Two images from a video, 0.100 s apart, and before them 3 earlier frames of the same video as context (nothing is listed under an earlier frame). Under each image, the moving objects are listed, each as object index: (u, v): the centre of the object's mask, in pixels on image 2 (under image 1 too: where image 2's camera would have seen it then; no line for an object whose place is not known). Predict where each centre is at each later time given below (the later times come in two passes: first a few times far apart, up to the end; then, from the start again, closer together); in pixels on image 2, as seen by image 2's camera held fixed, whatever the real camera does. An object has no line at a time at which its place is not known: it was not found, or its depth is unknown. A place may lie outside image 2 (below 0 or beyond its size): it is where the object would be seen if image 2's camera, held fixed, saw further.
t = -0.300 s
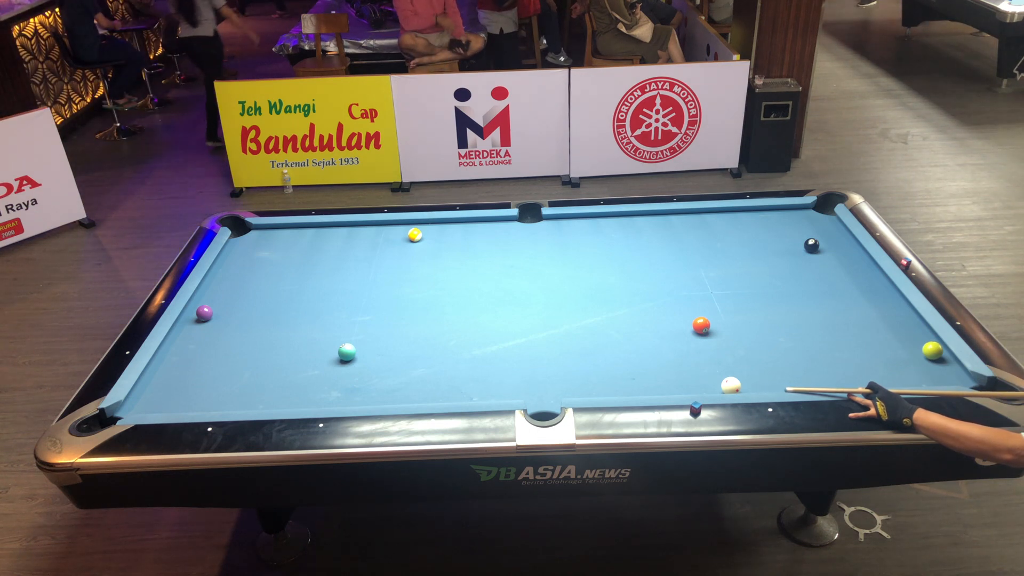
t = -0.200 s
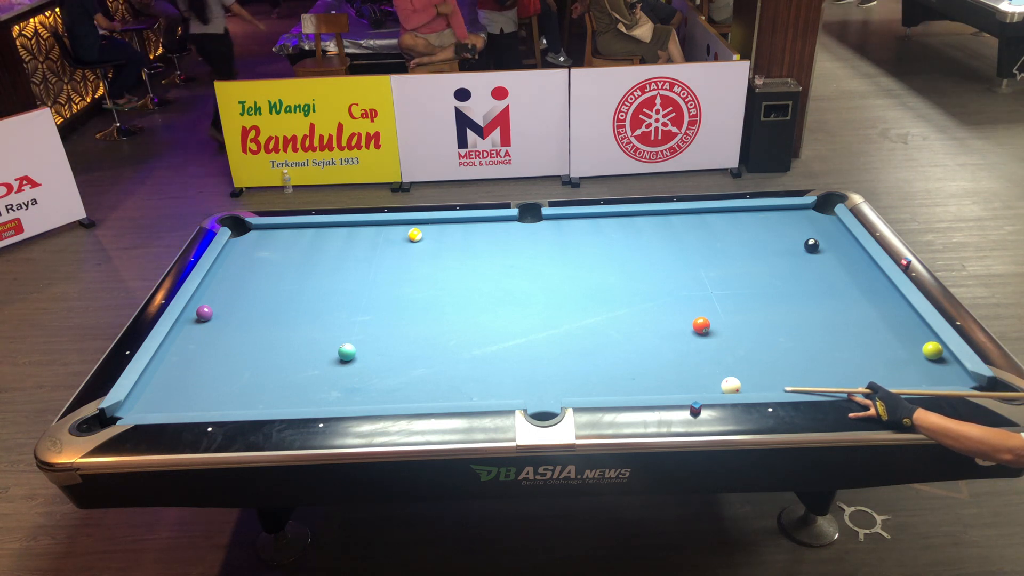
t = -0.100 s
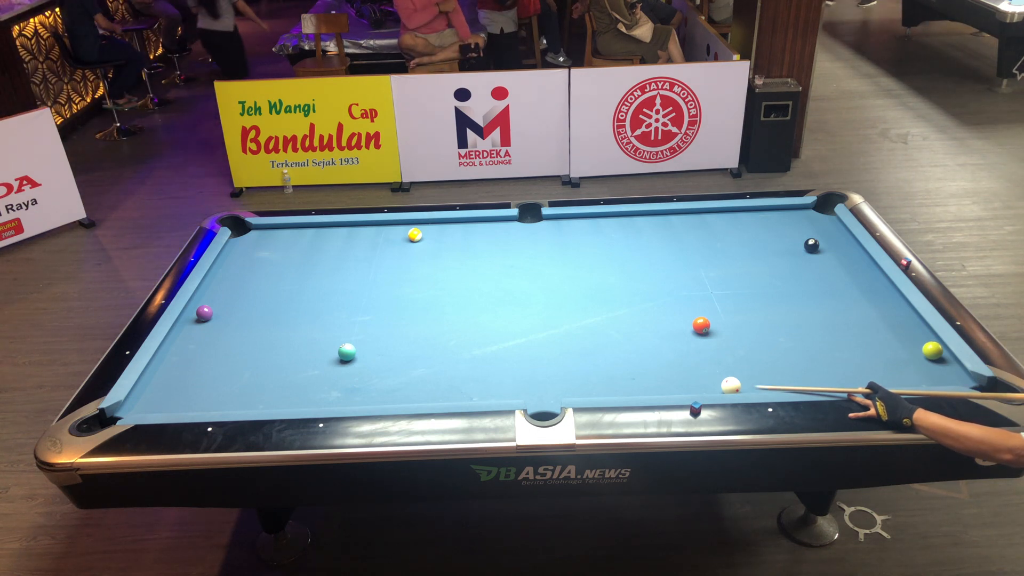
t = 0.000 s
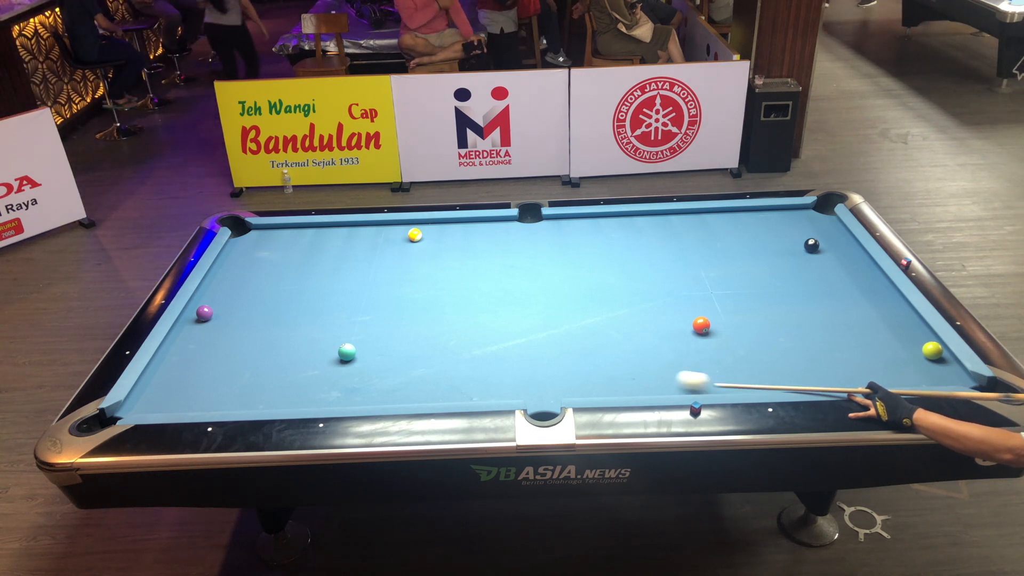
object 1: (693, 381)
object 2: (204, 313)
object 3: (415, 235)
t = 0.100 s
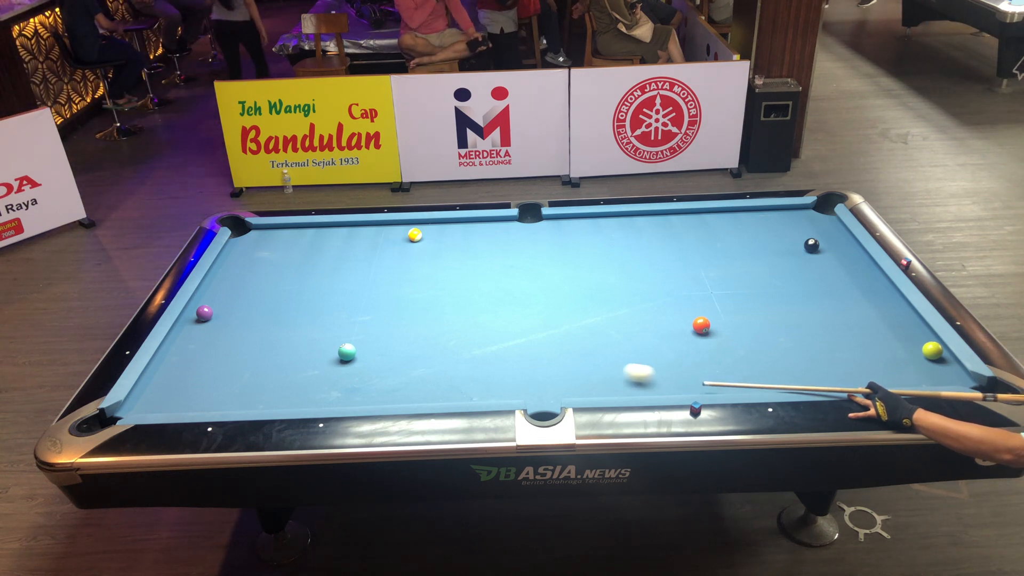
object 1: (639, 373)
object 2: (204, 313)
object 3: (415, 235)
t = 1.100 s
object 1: (230, 321)
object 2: (204, 313)
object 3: (415, 235)
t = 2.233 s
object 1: (239, 357)
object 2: (305, 269)
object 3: (415, 235)
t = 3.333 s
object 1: (301, 388)
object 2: (387, 242)
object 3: (415, 235)
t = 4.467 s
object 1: (342, 399)
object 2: (405, 233)
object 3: (437, 230)
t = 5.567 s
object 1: (349, 397)
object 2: (405, 233)
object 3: (442, 229)
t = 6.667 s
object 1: (349, 397)
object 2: (405, 233)
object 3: (442, 229)
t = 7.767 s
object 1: (349, 397)
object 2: (405, 233)
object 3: (442, 229)
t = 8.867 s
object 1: (349, 397)
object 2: (405, 233)
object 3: (442, 229)
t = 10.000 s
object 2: (405, 233)
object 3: (442, 229)
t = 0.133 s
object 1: (622, 371)
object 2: (204, 313)
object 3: (415, 235)
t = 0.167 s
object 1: (606, 368)
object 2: (204, 313)
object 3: (415, 235)
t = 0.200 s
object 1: (590, 366)
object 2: (204, 313)
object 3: (415, 235)
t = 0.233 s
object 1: (575, 365)
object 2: (204, 313)
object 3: (415, 235)
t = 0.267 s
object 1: (560, 363)
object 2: (204, 313)
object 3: (415, 235)
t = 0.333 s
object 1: (531, 358)
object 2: (204, 313)
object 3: (415, 235)
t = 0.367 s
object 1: (516, 356)
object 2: (204, 313)
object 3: (415, 235)
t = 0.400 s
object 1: (502, 355)
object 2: (204, 313)
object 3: (415, 235)
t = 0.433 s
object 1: (487, 353)
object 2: (204, 313)
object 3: (415, 235)
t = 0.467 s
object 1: (473, 351)
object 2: (204, 313)
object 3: (415, 235)
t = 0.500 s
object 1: (459, 350)
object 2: (204, 313)
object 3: (415, 235)
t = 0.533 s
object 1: (445, 347)
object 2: (204, 313)
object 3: (415, 235)
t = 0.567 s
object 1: (432, 346)
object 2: (204, 313)
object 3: (415, 235)
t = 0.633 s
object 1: (405, 343)
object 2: (204, 313)
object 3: (415, 235)
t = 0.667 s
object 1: (391, 341)
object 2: (204, 313)
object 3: (415, 235)
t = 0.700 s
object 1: (378, 340)
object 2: (204, 313)
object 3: (415, 235)
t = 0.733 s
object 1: (365, 337)
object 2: (204, 313)
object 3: (415, 235)
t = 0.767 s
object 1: (353, 336)
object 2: (204, 313)
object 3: (415, 235)
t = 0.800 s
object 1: (340, 335)
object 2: (204, 313)
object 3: (415, 235)
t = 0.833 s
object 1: (327, 333)
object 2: (204, 313)
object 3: (415, 235)
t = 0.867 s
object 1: (314, 332)
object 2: (204, 313)
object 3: (415, 235)
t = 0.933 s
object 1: (290, 329)
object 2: (204, 313)
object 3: (415, 235)
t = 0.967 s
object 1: (277, 327)
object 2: (204, 313)
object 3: (415, 235)
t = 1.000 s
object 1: (265, 326)
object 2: (204, 313)
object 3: (415, 235)
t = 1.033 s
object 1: (253, 324)
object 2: (204, 313)
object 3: (415, 235)
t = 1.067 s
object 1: (242, 322)
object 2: (204, 313)
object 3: (415, 235)
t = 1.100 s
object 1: (230, 321)
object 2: (204, 313)
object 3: (415, 235)
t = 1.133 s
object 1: (219, 319)
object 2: (203, 313)
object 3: (415, 235)
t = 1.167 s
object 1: (210, 320)
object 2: (201, 310)
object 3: (415, 235)
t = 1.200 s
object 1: (205, 322)
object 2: (196, 307)
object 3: (415, 235)
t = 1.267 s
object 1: (193, 325)
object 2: (200, 304)
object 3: (415, 235)
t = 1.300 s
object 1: (188, 327)
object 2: (204, 302)
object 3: (415, 235)
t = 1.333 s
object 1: (181, 328)
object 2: (209, 301)
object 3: (415, 235)
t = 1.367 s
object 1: (180, 329)
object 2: (213, 300)
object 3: (415, 235)
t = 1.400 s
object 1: (183, 330)
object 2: (217, 298)
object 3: (415, 235)
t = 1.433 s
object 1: (185, 332)
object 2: (221, 297)
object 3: (415, 235)
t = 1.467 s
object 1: (188, 333)
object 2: (225, 296)
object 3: (415, 235)
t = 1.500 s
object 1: (190, 334)
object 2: (229, 295)
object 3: (415, 235)
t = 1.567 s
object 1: (194, 336)
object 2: (236, 292)
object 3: (415, 235)
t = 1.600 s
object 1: (197, 337)
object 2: (240, 291)
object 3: (415, 235)
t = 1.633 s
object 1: (199, 338)
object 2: (244, 289)
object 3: (415, 235)
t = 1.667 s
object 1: (201, 339)
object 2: (248, 288)
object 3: (415, 235)
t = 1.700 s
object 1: (204, 340)
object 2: (251, 287)
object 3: (415, 235)
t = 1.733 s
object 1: (206, 342)
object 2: (255, 286)
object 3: (415, 235)
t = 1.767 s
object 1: (208, 343)
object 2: (259, 285)
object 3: (415, 235)
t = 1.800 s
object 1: (210, 344)
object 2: (262, 283)
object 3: (415, 235)
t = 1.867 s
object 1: (215, 346)
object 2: (269, 281)
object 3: (415, 235)
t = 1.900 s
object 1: (217, 347)
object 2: (273, 280)
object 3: (415, 235)
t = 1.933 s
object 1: (219, 348)
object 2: (276, 279)
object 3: (415, 235)
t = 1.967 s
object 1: (222, 349)
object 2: (279, 278)
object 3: (415, 235)
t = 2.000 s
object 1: (224, 350)
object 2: (283, 277)
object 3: (415, 235)
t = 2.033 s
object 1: (226, 351)
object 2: (286, 276)
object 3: (415, 235)
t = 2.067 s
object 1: (228, 352)
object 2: (289, 275)
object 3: (415, 235)
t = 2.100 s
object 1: (231, 353)
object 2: (293, 274)
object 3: (415, 235)
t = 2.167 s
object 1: (235, 355)
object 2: (299, 272)
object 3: (415, 235)
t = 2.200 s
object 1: (237, 356)
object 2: (302, 271)
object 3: (415, 235)
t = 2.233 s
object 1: (239, 357)
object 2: (305, 269)
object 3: (415, 235)
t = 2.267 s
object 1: (241, 358)
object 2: (308, 268)
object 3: (415, 235)
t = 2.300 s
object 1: (243, 359)
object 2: (311, 268)
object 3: (415, 235)
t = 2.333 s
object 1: (245, 360)
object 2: (314, 267)
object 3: (415, 235)
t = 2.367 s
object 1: (247, 361)
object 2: (317, 266)
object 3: (415, 235)
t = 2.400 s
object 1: (249, 362)
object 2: (320, 265)
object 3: (415, 235)
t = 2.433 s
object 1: (252, 363)
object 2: (323, 264)
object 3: (415, 235)
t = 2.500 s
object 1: (255, 365)
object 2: (328, 262)
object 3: (415, 235)
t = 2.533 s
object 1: (257, 366)
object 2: (331, 261)
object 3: (415, 235)
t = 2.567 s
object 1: (259, 367)
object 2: (334, 260)
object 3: (415, 235)
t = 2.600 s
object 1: (262, 368)
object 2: (336, 259)
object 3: (415, 235)
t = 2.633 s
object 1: (264, 369)
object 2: (339, 258)
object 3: (415, 235)
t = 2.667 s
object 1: (266, 370)
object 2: (342, 258)
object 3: (415, 235)
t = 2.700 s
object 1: (267, 371)
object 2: (344, 257)
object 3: (415, 235)
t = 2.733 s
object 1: (270, 372)
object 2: (347, 256)
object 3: (415, 235)
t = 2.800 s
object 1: (273, 374)
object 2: (352, 254)
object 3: (415, 235)
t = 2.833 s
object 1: (275, 375)
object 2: (354, 253)
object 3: (415, 235)
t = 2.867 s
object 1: (277, 376)
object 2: (356, 253)
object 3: (415, 235)
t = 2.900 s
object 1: (279, 377)
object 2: (359, 252)
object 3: (415, 235)
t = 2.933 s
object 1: (281, 378)
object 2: (361, 251)
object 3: (415, 235)
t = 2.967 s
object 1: (283, 379)
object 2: (364, 250)
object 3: (415, 235)
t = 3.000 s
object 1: (284, 380)
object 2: (366, 249)
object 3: (415, 235)
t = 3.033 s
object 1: (286, 381)
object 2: (368, 249)
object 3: (415, 235)
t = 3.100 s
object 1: (290, 382)
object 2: (373, 247)
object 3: (415, 235)
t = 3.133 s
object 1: (291, 383)
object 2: (375, 247)
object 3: (415, 235)
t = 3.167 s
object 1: (293, 384)
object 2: (377, 246)
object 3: (415, 235)
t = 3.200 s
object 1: (295, 385)
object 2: (379, 245)
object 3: (415, 235)
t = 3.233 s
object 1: (296, 386)
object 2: (381, 244)
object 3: (415, 235)
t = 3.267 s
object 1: (298, 387)
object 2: (383, 244)
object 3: (415, 235)
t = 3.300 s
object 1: (300, 388)
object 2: (385, 243)
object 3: (415, 235)
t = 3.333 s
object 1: (301, 388)
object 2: (387, 242)
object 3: (415, 235)
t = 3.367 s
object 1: (303, 389)
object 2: (389, 242)
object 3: (415, 235)
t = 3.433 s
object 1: (306, 391)
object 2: (393, 240)
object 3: (415, 235)
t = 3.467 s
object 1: (308, 392)
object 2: (394, 240)
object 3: (415, 235)
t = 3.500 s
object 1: (309, 392)
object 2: (396, 239)
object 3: (415, 235)
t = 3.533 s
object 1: (311, 393)
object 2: (398, 239)
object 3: (415, 235)
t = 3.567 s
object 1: (312, 394)
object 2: (400, 238)
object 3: (415, 235)
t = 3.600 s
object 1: (314, 395)
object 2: (401, 237)
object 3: (415, 235)
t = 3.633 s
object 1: (315, 395)
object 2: (401, 237)
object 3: (416, 234)
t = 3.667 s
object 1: (317, 396)
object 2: (402, 237)
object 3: (418, 234)
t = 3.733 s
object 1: (320, 397)
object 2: (402, 236)
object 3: (420, 234)
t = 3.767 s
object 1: (321, 398)
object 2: (402, 236)
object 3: (421, 233)
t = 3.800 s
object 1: (322, 398)
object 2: (403, 236)
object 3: (422, 233)
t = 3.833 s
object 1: (323, 399)
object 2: (403, 236)
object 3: (423, 233)
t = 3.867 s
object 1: (325, 399)
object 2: (403, 235)
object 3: (424, 233)
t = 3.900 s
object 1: (326, 399)
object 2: (403, 235)
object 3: (425, 233)
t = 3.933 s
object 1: (327, 400)
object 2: (404, 235)
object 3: (426, 233)
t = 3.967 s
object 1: (328, 400)
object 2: (404, 235)
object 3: (427, 232)
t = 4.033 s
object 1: (331, 401)
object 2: (404, 235)
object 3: (428, 232)
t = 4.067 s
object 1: (332, 401)
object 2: (404, 234)
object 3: (429, 232)
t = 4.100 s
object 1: (333, 402)
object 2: (404, 234)
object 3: (430, 232)
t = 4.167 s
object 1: (335, 401)
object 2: (405, 234)
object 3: (431, 231)
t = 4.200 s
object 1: (336, 401)
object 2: (405, 234)
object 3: (432, 231)
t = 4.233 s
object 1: (337, 401)
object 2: (405, 234)
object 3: (433, 231)
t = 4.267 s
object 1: (338, 400)
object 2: (405, 233)
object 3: (434, 231)
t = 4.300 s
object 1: (339, 400)
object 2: (405, 233)
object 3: (434, 231)
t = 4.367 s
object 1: (340, 400)
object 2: (405, 233)
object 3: (435, 230)
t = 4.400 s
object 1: (341, 399)
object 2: (405, 233)
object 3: (436, 230)
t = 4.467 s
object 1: (342, 399)
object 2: (405, 233)
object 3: (437, 230)
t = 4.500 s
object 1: (343, 399)
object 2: (405, 233)
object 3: (437, 230)
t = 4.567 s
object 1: (344, 399)
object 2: (405, 233)
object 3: (438, 230)
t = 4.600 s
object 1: (345, 398)
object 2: (406, 233)
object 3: (439, 230)
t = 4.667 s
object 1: (345, 398)
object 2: (406, 233)
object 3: (439, 229)
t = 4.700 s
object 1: (346, 398)
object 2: (406, 233)
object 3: (440, 229)
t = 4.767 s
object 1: (347, 398)
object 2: (405, 233)
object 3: (440, 229)
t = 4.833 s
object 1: (347, 398)
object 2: (406, 233)
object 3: (441, 229)
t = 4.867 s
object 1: (348, 398)
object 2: (406, 233)
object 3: (441, 229)
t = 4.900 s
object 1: (348, 398)
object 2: (406, 233)
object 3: (441, 229)
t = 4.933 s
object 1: (348, 397)
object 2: (405, 233)
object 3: (442, 229)
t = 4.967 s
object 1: (348, 397)
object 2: (405, 233)
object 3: (442, 229)
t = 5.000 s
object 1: (348, 397)
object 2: (406, 233)
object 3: (442, 229)
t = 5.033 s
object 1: (348, 397)
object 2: (405, 233)
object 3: (442, 229)
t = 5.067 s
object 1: (349, 397)
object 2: (406, 233)
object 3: (442, 229)
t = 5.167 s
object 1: (349, 397)
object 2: (406, 233)
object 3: (442, 229)
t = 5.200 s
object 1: (349, 397)
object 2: (406, 233)
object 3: (442, 229)
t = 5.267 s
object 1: (349, 397)
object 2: (406, 233)
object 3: (442, 229)
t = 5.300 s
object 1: (349, 397)
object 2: (405, 233)
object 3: (442, 229)
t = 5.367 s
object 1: (349, 397)
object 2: (406, 233)
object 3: (442, 229)
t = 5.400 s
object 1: (349, 397)
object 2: (406, 233)
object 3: (442, 229)
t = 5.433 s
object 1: (349, 397)
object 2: (405, 233)
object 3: (442, 229)
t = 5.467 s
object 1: (349, 397)
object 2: (405, 233)
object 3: (442, 229)
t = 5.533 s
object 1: (349, 397)
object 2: (405, 233)
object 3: (442, 229)
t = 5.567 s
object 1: (349, 397)
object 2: (405, 233)
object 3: (442, 229)
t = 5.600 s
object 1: (349, 397)
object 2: (405, 233)
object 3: (442, 229)
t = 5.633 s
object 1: (349, 397)
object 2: (406, 233)
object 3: (442, 229)
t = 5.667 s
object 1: (349, 397)
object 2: (405, 233)
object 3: (442, 229)
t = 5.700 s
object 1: (349, 397)
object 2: (406, 233)
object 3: (442, 229)
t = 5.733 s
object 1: (349, 397)
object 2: (405, 233)
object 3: (442, 229)
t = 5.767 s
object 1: (349, 397)
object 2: (406, 233)
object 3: (442, 229)
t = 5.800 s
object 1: (349, 397)
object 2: (406, 233)
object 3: (442, 229)
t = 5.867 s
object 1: (349, 397)
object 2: (406, 233)
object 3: (442, 229)
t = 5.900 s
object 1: (349, 397)
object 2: (406, 233)
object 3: (442, 229)
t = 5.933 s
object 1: (349, 397)
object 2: (405, 233)
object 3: (442, 229)
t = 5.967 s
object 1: (349, 397)
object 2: (405, 233)
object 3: (442, 229)
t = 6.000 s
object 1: (349, 397)
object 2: (405, 233)
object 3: (442, 229)
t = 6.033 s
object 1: (349, 397)
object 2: (405, 233)
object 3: (442, 229)
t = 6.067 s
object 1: (349, 397)
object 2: (405, 233)
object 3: (442, 229)
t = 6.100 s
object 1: (349, 397)
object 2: (405, 233)
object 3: (442, 229)
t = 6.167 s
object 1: (349, 397)
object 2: (405, 233)
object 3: (442, 229)
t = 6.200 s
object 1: (349, 397)
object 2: (405, 233)
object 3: (442, 229)
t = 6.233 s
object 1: (349, 397)
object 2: (406, 233)
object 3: (442, 229)
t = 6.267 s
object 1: (349, 397)
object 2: (405, 233)
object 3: (442, 229)
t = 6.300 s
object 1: (349, 397)
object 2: (406, 233)
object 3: (442, 229)
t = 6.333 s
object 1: (349, 397)
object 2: (406, 233)
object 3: (442, 229)
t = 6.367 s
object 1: (349, 397)
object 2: (405, 233)
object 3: (442, 229)
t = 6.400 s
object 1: (349, 397)
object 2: (406, 233)
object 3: (442, 229)
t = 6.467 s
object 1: (349, 397)
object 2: (405, 233)
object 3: (442, 229)
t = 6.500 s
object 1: (349, 397)
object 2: (406, 233)
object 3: (442, 229)
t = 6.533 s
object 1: (349, 397)
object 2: (405, 233)
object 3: (442, 229)
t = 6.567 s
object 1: (349, 397)
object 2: (405, 233)
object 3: (442, 229)
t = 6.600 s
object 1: (349, 397)
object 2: (405, 233)
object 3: (442, 229)
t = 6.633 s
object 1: (349, 397)
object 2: (405, 233)
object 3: (442, 229)
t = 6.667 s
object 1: (349, 397)
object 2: (405, 233)
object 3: (442, 229)
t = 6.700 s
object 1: (349, 397)
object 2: (406, 233)
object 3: (442, 229)
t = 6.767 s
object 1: (349, 397)
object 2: (406, 233)
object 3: (442, 229)
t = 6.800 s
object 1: (349, 397)
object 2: (406, 233)
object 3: (442, 229)
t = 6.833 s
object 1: (349, 397)
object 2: (405, 233)
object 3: (442, 229)
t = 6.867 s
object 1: (349, 397)
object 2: (405, 233)
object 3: (442, 229)
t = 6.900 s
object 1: (349, 397)
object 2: (405, 233)
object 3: (442, 229)
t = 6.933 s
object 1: (349, 397)
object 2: (405, 233)
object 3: (442, 229)
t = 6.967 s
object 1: (349, 397)
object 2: (405, 233)
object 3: (442, 229)
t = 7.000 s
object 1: (349, 397)
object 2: (405, 233)
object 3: (442, 229)
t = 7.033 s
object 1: (349, 397)
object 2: (406, 233)
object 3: (442, 229)
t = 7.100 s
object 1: (349, 397)
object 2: (406, 233)
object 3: (442, 229)
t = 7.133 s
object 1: (349, 397)
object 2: (405, 233)
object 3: (442, 229)
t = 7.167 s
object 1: (349, 397)
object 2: (406, 233)
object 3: (442, 229)
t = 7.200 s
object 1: (349, 397)
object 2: (405, 233)
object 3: (442, 229)
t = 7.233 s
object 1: (349, 397)
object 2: (405, 233)
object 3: (442, 229)
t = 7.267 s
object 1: (349, 397)
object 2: (405, 233)
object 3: (442, 229)
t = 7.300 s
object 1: (349, 397)
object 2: (405, 233)
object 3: (442, 229)
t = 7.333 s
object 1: (349, 397)
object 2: (405, 233)
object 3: (442, 229)
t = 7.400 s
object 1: (349, 397)
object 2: (405, 233)
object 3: (442, 229)
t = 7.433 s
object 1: (349, 397)
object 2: (405, 233)
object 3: (442, 229)
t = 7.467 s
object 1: (349, 397)
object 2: (405, 233)
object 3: (442, 229)
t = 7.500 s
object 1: (349, 397)
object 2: (405, 233)
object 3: (442, 229)
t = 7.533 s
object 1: (349, 397)
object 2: (405, 233)
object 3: (442, 229)
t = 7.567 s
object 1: (349, 397)
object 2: (405, 233)
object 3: (442, 229)
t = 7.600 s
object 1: (349, 397)
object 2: (405, 233)
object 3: (442, 229)
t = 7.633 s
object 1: (349, 397)
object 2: (405, 233)
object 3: (442, 229)
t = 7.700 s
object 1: (349, 397)
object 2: (405, 233)
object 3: (442, 229)
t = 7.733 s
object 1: (349, 397)
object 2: (405, 233)
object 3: (442, 229)
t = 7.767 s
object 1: (349, 397)
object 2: (405, 233)
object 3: (442, 229)
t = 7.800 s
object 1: (349, 397)
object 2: (405, 233)
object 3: (442, 229)
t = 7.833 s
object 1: (349, 397)
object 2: (405, 233)
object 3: (442, 229)
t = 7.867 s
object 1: (349, 397)
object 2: (405, 233)
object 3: (442, 229)
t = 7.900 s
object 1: (349, 397)
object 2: (405, 233)
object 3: (442, 229)
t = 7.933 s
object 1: (349, 397)
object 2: (405, 233)
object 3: (442, 229)
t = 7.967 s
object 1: (349, 397)
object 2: (405, 233)
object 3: (442, 229)
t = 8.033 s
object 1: (349, 397)
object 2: (405, 233)
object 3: (442, 229)
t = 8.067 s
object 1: (349, 397)
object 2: (405, 233)
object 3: (442, 229)
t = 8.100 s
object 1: (349, 397)
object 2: (405, 233)
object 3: (442, 229)
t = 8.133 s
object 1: (349, 397)
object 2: (405, 233)
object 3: (442, 229)
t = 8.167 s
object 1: (349, 397)
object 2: (405, 233)
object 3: (442, 229)
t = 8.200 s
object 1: (349, 397)
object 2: (405, 233)
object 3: (442, 229)
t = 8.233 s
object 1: (349, 397)
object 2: (405, 233)
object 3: (442, 229)
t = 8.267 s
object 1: (349, 397)
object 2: (405, 233)
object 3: (442, 229)
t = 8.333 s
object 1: (349, 397)
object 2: (405, 233)
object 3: (442, 229)
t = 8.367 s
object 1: (349, 397)
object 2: (405, 233)
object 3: (442, 229)
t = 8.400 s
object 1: (349, 397)
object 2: (405, 233)
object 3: (442, 229)
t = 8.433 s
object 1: (349, 397)
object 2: (405, 233)
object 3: (442, 229)
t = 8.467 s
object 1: (349, 397)
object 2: (405, 233)
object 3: (442, 229)
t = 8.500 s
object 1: (349, 397)
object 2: (405, 233)
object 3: (442, 229)
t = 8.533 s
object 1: (349, 397)
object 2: (405, 233)
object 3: (442, 229)
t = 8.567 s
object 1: (349, 397)
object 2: (405, 233)
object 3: (442, 229)
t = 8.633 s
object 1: (349, 397)
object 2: (405, 233)
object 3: (442, 229)
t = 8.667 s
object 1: (349, 397)
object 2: (405, 233)
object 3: (442, 229)
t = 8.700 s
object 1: (349, 397)
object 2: (405, 233)
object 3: (442, 229)
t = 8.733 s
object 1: (349, 397)
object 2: (405, 233)
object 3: (442, 229)
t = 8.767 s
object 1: (349, 397)
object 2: (405, 233)
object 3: (442, 229)
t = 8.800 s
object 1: (349, 397)
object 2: (405, 233)
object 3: (442, 229)
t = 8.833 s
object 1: (349, 397)
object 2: (405, 233)
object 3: (442, 229)
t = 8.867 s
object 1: (349, 397)
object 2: (405, 233)
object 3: (442, 229)
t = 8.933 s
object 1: (349, 397)
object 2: (405, 233)
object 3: (442, 229)
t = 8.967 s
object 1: (349, 397)
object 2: (405, 233)
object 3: (442, 229)
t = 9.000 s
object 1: (349, 397)
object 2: (405, 233)
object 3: (442, 229)
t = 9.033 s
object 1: (349, 397)
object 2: (405, 233)
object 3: (442, 229)
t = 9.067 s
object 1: (349, 397)
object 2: (405, 233)
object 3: (442, 229)
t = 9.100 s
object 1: (349, 397)
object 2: (405, 233)
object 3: (442, 229)
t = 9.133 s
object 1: (349, 397)
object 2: (405, 233)
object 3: (442, 229)
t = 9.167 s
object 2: (405, 233)
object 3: (442, 229)
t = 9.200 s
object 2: (405, 233)
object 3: (442, 229)
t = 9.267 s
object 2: (405, 233)
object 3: (442, 229)
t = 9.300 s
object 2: (405, 233)
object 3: (442, 229)
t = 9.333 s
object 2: (405, 233)
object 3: (442, 229)
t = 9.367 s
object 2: (405, 233)
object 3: (442, 229)
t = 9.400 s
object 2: (405, 233)
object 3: (442, 229)
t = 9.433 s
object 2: (405, 233)
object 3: (442, 229)
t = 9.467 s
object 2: (405, 233)
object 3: (442, 229)
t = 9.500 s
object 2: (405, 233)
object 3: (442, 229)
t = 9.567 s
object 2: (405, 233)
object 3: (442, 229)
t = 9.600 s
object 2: (405, 233)
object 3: (442, 229)
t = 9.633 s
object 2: (405, 233)
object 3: (442, 229)
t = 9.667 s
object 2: (405, 233)
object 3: (442, 229)
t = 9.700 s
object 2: (405, 233)
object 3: (442, 229)
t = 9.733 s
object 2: (405, 233)
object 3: (442, 229)
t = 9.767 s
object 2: (405, 233)
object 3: (442, 229)
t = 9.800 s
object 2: (405, 233)
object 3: (442, 229)
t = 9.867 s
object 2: (405, 233)
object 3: (442, 229)
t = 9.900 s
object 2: (405, 233)
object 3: (442, 229)
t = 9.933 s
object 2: (405, 233)
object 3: (442, 229)
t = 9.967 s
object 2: (406, 233)
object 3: (442, 229)
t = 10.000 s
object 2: (405, 233)
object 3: (442, 229)
